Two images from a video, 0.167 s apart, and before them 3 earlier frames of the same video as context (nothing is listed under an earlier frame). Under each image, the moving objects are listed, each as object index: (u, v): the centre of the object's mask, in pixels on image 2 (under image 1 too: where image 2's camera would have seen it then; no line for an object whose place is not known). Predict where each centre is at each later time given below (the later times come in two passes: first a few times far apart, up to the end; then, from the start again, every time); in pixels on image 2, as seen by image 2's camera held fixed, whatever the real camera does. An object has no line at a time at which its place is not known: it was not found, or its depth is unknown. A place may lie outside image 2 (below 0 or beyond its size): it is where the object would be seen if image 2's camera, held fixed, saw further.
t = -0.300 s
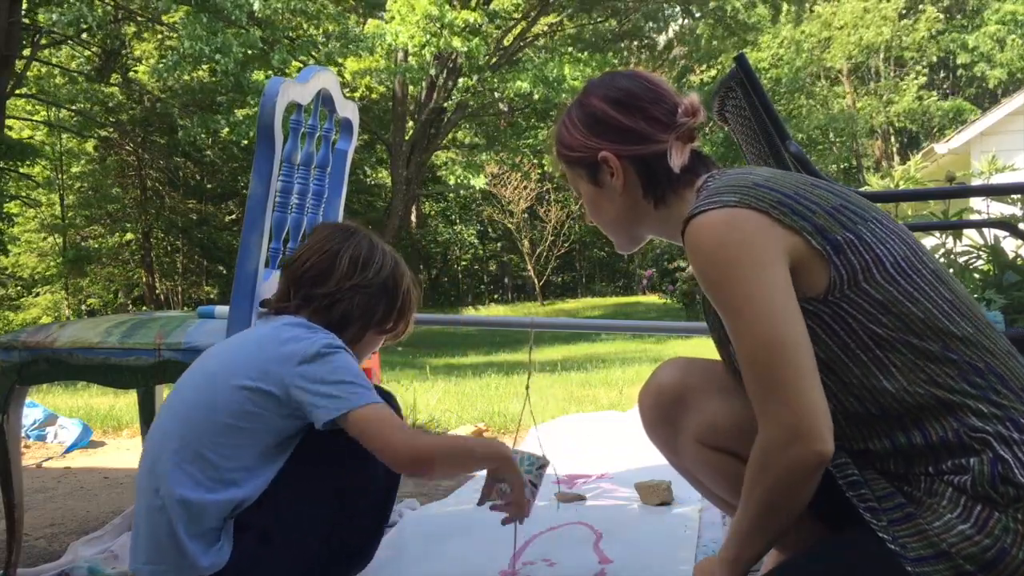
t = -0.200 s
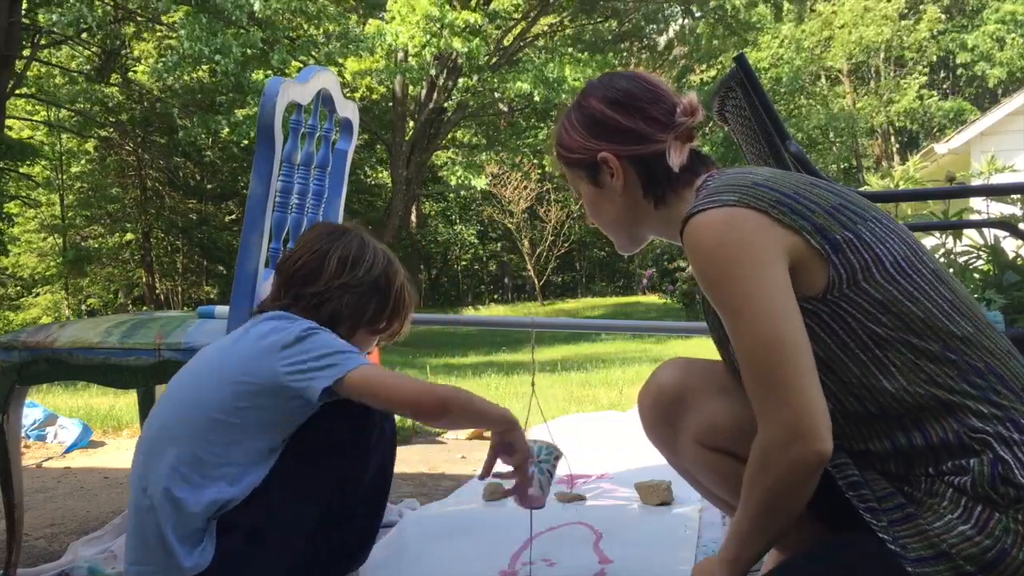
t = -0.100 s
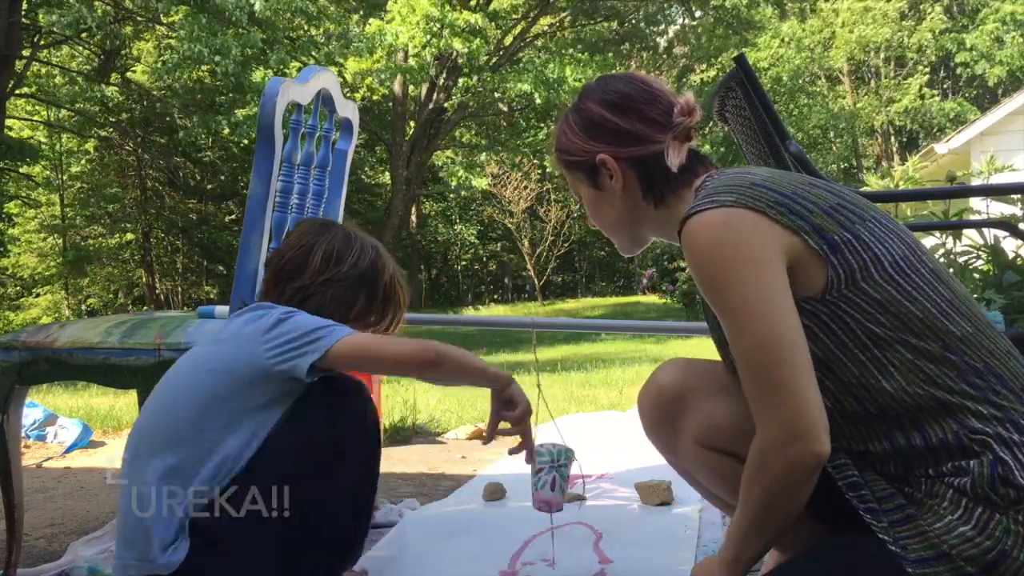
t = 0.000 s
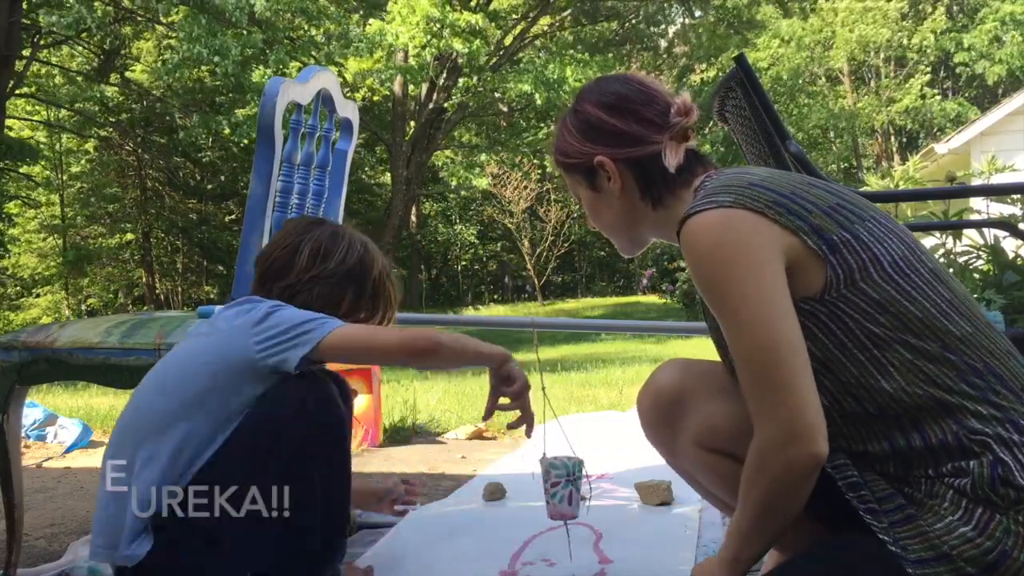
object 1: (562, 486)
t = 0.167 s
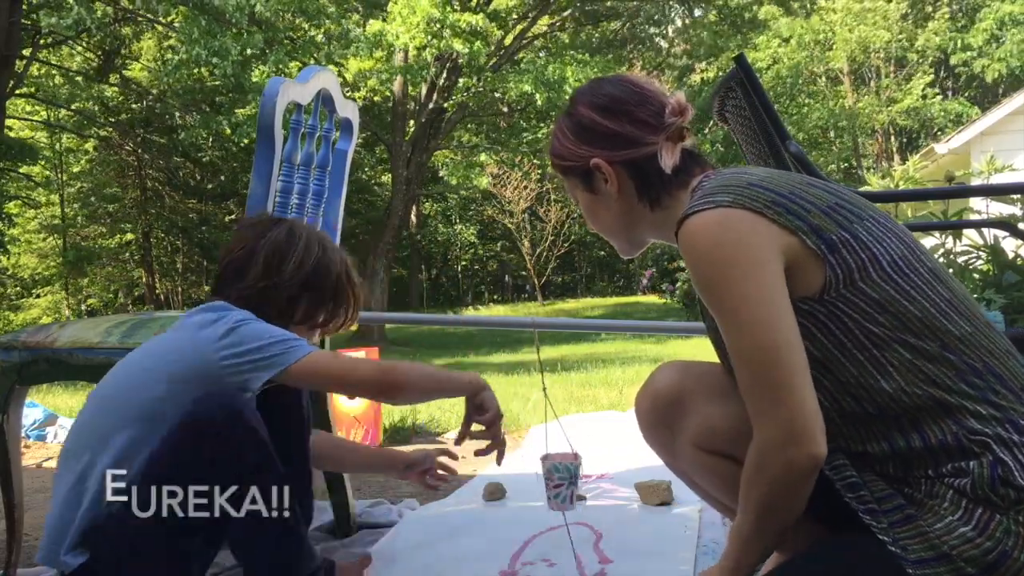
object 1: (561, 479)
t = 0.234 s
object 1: (555, 467)
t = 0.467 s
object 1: (528, 455)
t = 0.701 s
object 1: (523, 490)
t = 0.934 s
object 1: (550, 482)
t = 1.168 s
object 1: (569, 488)
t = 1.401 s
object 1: (547, 470)
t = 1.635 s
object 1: (518, 465)
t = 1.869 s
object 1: (523, 491)
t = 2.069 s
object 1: (551, 487)
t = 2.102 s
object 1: (555, 486)
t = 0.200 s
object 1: (558, 474)
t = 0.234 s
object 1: (555, 467)
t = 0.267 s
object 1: (550, 462)
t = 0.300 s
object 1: (546, 457)
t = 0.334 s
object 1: (542, 453)
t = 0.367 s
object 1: (538, 451)
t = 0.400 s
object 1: (534, 450)
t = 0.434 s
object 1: (531, 453)
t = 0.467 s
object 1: (528, 455)
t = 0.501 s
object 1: (524, 458)
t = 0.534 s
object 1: (522, 463)
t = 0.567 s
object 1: (520, 469)
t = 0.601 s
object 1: (519, 476)
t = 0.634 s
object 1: (519, 481)
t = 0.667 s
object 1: (520, 486)
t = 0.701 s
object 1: (523, 490)
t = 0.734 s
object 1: (525, 492)
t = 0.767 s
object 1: (528, 493)
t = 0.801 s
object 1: (532, 491)
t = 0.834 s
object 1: (537, 489)
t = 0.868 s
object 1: (541, 487)
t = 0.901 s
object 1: (546, 484)
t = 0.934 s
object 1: (550, 482)
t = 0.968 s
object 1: (555, 481)
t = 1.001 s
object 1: (559, 481)
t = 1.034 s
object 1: (563, 482)
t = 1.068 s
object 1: (565, 484)
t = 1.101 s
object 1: (567, 486)
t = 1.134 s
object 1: (569, 488)
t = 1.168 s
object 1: (569, 488)
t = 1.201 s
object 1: (568, 488)
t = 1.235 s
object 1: (566, 487)
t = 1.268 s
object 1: (564, 485)
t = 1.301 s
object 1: (560, 482)
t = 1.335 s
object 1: (556, 478)
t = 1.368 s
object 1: (551, 474)
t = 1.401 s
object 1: (547, 470)
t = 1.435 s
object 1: (542, 466)
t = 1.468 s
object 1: (537, 463)
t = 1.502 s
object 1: (532, 461)
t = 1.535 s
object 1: (528, 460)
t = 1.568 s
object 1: (524, 460)
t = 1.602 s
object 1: (521, 462)
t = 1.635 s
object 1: (518, 465)
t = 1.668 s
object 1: (517, 469)
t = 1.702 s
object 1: (515, 474)
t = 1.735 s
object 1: (515, 478)
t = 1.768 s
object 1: (515, 483)
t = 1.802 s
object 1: (517, 486)
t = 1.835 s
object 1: (520, 490)
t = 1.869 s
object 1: (523, 491)
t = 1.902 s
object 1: (527, 492)
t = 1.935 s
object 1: (531, 491)
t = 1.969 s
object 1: (536, 491)
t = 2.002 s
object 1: (541, 489)
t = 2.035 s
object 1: (546, 488)
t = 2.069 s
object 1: (551, 487)
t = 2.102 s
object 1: (555, 486)
